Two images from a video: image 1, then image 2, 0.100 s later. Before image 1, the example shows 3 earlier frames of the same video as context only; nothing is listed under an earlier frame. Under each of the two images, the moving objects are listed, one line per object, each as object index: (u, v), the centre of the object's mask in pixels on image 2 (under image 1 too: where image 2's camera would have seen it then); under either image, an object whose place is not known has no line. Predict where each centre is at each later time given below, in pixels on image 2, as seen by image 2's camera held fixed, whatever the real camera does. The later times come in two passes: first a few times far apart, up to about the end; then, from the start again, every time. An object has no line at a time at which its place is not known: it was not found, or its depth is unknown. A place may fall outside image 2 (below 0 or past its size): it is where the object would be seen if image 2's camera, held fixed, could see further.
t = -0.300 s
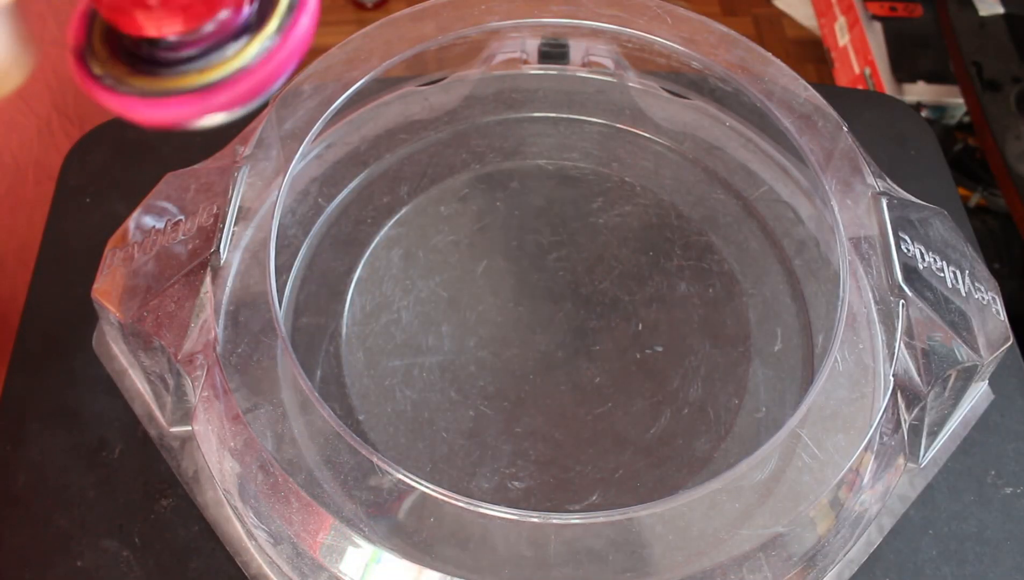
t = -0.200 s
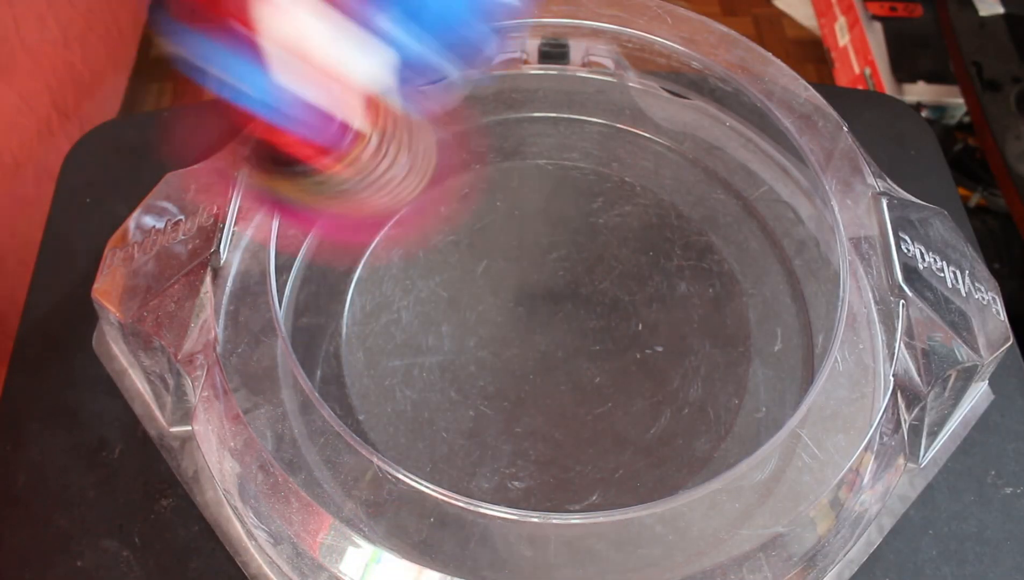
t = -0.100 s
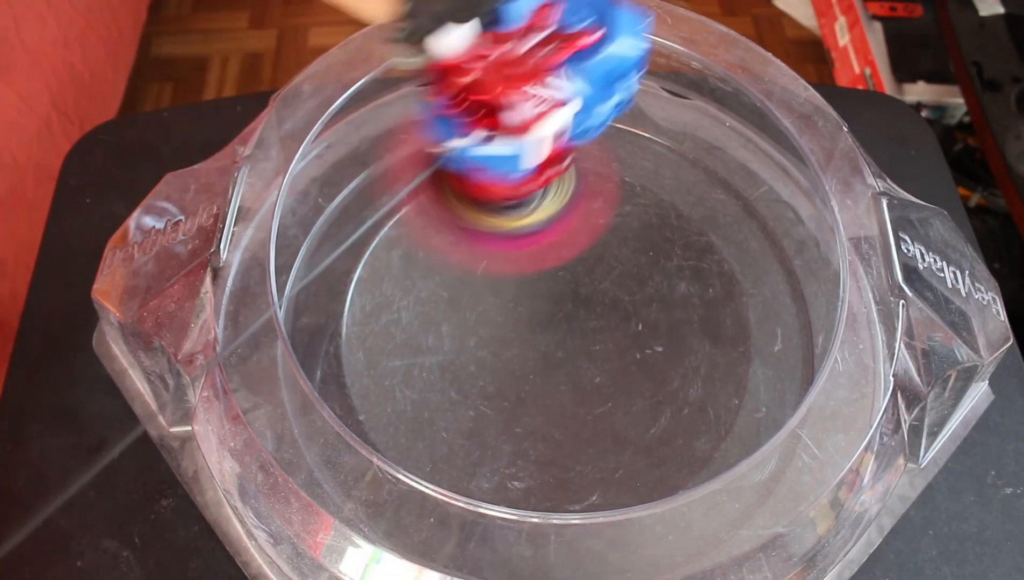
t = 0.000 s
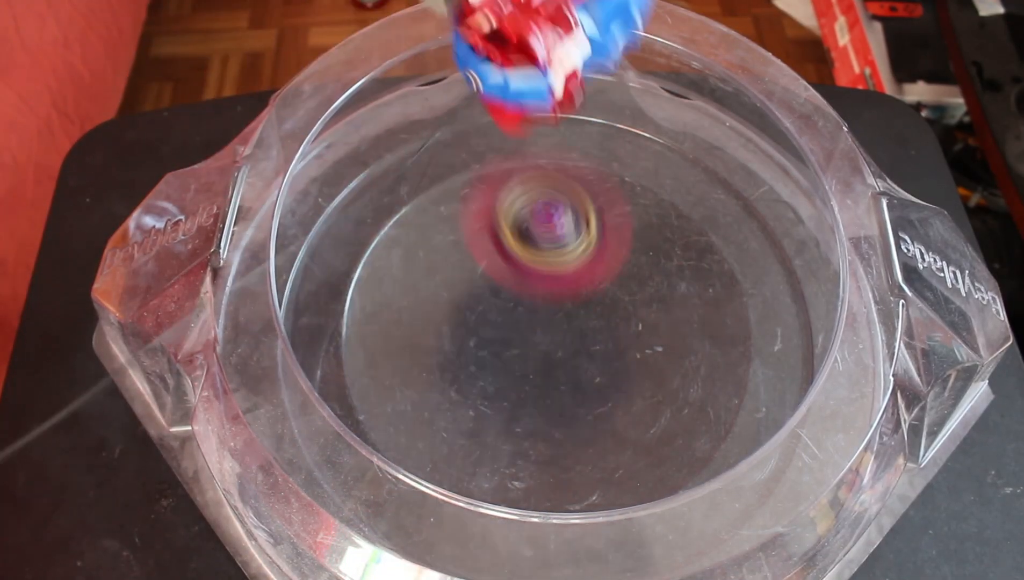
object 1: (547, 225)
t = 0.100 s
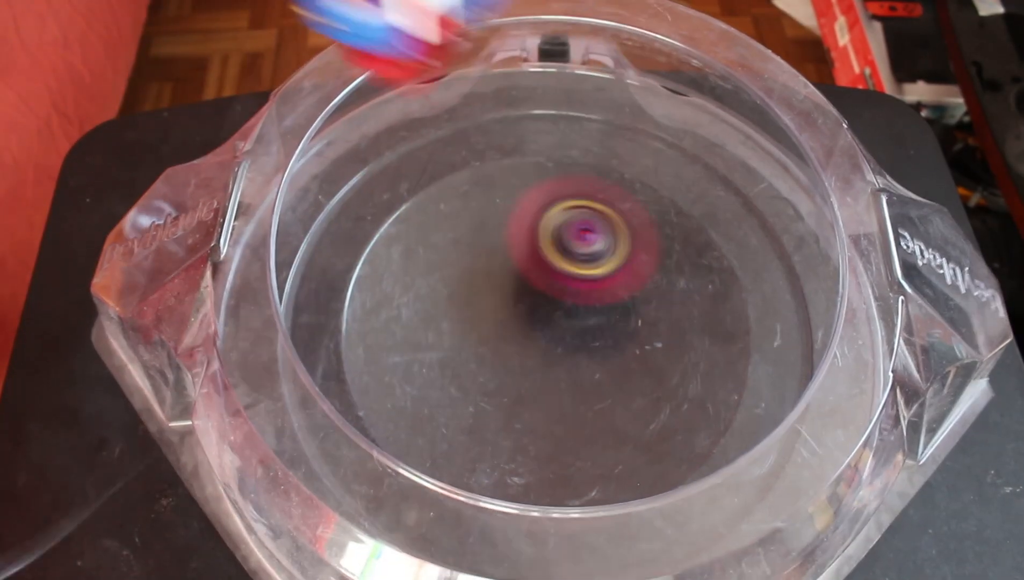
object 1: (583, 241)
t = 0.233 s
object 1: (607, 264)
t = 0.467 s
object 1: (548, 346)
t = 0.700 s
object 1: (503, 344)
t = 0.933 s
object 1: (572, 317)
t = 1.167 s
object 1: (561, 291)
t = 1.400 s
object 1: (522, 327)
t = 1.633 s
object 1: (575, 335)
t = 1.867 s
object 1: (551, 306)
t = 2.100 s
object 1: (556, 314)
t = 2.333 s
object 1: (555, 333)
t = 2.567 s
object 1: (539, 317)
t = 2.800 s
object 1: (567, 331)
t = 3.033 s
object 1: (545, 331)
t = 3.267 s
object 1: (548, 307)
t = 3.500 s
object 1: (577, 331)
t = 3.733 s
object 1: (533, 349)
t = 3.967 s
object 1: (531, 298)
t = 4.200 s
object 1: (581, 318)
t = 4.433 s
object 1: (539, 355)
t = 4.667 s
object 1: (520, 306)
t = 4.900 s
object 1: (574, 304)
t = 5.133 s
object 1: (562, 348)
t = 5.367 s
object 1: (519, 327)
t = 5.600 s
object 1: (549, 292)
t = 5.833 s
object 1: (580, 323)
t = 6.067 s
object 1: (548, 344)
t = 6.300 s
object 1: (533, 318)
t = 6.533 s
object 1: (557, 312)
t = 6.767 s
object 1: (556, 326)
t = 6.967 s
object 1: (546, 323)
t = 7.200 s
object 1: (548, 321)
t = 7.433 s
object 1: (547, 322)
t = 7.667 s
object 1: (548, 322)
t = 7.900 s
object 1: (548, 322)
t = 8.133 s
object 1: (549, 323)
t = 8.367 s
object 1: (550, 323)
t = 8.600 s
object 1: (550, 322)
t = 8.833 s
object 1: (550, 322)
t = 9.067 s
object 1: (549, 321)
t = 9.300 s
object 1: (548, 321)
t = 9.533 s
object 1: (547, 321)
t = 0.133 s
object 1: (595, 246)
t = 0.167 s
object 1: (601, 250)
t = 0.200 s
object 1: (606, 256)
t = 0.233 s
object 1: (607, 264)
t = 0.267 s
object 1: (605, 276)
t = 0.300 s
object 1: (600, 288)
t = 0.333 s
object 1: (594, 300)
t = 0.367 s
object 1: (585, 314)
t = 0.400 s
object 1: (573, 326)
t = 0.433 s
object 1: (560, 338)
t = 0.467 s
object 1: (548, 346)
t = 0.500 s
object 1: (534, 353)
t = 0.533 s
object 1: (524, 357)
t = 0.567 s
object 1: (514, 358)
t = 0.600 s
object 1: (507, 357)
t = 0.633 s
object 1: (503, 354)
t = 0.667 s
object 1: (501, 349)
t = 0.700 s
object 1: (503, 344)
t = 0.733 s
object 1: (508, 339)
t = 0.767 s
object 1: (517, 335)
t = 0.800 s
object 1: (528, 331)
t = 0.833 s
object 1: (540, 327)
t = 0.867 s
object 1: (553, 324)
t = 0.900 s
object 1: (564, 320)
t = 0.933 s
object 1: (572, 317)
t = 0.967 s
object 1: (578, 314)
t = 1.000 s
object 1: (581, 310)
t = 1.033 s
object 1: (582, 305)
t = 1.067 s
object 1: (580, 301)
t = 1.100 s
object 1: (576, 297)
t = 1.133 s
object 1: (569, 294)
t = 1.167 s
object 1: (561, 291)
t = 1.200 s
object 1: (550, 291)
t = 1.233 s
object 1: (540, 293)
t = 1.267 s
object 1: (531, 297)
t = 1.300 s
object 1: (524, 303)
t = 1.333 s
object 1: (521, 310)
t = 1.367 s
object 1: (519, 319)
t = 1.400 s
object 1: (522, 327)
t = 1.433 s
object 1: (528, 335)
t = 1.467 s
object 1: (535, 340)
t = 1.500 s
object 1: (544, 344)
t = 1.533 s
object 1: (554, 344)
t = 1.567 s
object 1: (563, 343)
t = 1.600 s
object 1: (569, 340)
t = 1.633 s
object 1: (575, 335)
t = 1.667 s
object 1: (577, 328)
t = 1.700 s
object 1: (576, 321)
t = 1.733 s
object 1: (573, 315)
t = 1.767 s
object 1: (567, 310)
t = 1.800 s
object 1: (561, 308)
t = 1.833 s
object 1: (555, 306)
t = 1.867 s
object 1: (551, 306)
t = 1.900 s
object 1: (548, 306)
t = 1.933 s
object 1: (545, 307)
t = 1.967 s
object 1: (545, 307)
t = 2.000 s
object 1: (545, 308)
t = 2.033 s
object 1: (548, 309)
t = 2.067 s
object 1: (551, 312)
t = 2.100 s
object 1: (556, 314)
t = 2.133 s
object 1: (560, 317)
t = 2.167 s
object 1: (563, 320)
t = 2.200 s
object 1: (564, 324)
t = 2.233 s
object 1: (564, 327)
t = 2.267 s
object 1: (562, 330)
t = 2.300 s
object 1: (559, 332)
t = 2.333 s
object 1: (555, 333)
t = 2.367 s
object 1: (549, 333)
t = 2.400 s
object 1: (544, 331)
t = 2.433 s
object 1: (539, 329)
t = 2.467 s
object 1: (537, 324)
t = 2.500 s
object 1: (536, 319)
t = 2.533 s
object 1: (537, 317)
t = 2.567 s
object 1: (539, 317)
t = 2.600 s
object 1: (543, 318)
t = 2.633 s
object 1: (549, 320)
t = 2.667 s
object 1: (554, 323)
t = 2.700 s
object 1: (559, 325)
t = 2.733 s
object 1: (563, 327)
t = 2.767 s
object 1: (566, 330)
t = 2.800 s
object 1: (567, 331)
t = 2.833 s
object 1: (567, 333)
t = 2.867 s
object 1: (566, 335)
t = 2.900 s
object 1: (563, 335)
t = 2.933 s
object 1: (559, 336)
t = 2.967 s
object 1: (554, 335)
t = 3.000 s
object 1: (550, 333)
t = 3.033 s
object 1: (545, 331)
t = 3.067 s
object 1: (541, 327)
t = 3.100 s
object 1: (540, 324)
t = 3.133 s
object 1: (539, 320)
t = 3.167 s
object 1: (539, 316)
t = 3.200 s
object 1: (541, 313)
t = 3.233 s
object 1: (544, 309)
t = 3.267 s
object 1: (548, 307)
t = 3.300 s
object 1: (553, 306)
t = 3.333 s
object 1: (559, 307)
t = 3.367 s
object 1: (565, 309)
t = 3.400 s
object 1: (570, 313)
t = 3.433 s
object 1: (574, 317)
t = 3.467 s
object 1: (576, 324)
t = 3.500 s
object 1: (577, 331)
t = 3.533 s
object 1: (575, 338)
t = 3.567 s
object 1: (571, 344)
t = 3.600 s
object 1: (566, 349)
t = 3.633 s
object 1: (558, 353)
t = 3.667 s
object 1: (550, 354)
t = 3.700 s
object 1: (541, 353)
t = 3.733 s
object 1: (533, 349)
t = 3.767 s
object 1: (527, 344)
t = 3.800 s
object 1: (522, 336)
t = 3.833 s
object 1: (519, 328)
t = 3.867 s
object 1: (518, 318)
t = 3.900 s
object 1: (520, 311)
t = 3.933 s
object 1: (525, 304)
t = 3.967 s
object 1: (531, 298)
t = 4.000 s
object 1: (540, 295)
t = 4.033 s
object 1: (549, 293)
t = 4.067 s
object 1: (558, 294)
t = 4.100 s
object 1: (567, 298)
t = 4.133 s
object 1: (574, 303)
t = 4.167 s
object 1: (579, 310)
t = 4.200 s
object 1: (581, 318)
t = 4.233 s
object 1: (580, 327)
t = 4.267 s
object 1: (577, 336)
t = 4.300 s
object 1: (572, 343)
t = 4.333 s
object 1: (565, 349)
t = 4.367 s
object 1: (557, 353)
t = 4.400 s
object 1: (549, 355)
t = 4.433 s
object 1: (539, 355)
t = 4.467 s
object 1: (530, 351)
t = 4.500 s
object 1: (524, 345)
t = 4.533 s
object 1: (519, 338)
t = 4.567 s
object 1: (515, 330)
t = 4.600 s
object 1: (514, 322)
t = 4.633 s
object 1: (516, 313)
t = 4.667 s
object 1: (520, 306)
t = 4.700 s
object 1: (526, 300)
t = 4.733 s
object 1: (533, 296)
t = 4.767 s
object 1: (542, 294)
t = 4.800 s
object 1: (550, 293)
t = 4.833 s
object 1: (559, 295)
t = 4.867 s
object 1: (567, 299)
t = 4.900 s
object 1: (574, 304)
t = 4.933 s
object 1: (578, 310)
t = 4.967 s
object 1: (581, 317)
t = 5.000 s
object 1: (581, 325)
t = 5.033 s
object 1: (579, 333)
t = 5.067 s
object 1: (575, 339)
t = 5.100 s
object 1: (569, 345)
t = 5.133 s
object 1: (562, 348)
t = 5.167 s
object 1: (554, 350)
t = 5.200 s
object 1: (546, 351)
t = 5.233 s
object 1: (538, 349)
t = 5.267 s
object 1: (531, 345)
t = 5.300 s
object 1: (526, 340)
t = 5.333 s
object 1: (522, 333)
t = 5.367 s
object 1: (519, 327)
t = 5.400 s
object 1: (519, 319)
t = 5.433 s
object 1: (521, 312)
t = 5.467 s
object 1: (524, 306)
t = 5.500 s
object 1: (529, 300)
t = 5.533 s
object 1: (535, 296)
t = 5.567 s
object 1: (542, 293)
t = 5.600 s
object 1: (549, 292)
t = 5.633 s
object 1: (556, 293)
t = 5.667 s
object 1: (563, 296)
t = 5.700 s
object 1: (569, 300)
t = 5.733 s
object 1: (574, 304)
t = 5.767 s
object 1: (577, 310)
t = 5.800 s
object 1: (580, 316)
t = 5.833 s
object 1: (580, 323)
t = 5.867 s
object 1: (578, 329)
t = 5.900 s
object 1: (575, 334)
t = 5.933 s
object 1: (570, 339)
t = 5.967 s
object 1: (565, 342)
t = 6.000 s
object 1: (560, 344)
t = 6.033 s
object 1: (554, 345)
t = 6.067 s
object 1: (548, 344)
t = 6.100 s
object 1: (542, 342)
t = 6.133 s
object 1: (538, 339)
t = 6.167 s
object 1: (534, 335)
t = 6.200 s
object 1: (532, 331)
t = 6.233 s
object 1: (531, 326)
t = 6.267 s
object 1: (531, 321)
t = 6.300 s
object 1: (533, 318)
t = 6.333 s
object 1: (536, 314)
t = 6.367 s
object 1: (539, 311)
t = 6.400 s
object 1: (544, 309)
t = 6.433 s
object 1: (547, 309)
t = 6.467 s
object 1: (551, 309)
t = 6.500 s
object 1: (554, 310)
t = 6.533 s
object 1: (557, 312)
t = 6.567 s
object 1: (559, 314)
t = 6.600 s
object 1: (560, 316)
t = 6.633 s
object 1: (561, 319)
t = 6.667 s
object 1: (560, 321)
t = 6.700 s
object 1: (559, 323)
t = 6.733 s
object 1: (558, 325)
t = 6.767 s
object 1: (556, 326)
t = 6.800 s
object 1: (553, 327)
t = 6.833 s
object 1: (551, 327)
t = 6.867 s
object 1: (549, 326)
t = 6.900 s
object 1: (548, 325)
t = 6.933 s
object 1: (547, 324)
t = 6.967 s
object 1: (546, 323)
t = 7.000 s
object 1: (546, 321)
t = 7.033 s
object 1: (547, 320)
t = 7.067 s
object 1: (547, 320)
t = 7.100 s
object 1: (547, 320)
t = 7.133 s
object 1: (548, 320)
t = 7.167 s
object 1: (548, 320)
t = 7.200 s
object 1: (548, 321)
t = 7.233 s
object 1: (548, 321)
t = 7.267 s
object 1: (548, 321)
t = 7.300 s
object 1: (548, 322)
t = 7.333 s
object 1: (548, 322)
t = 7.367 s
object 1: (548, 322)
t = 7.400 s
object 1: (547, 322)
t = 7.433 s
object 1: (547, 322)
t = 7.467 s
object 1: (547, 322)
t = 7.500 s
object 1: (547, 322)
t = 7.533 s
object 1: (548, 322)
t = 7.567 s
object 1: (548, 322)
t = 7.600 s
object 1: (548, 322)
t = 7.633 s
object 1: (548, 322)
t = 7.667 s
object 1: (548, 322)
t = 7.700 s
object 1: (548, 322)
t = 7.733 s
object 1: (548, 322)
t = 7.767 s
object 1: (548, 322)
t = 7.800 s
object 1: (548, 322)
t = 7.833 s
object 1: (548, 322)
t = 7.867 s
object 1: (548, 322)
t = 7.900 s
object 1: (548, 322)
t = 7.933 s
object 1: (549, 322)
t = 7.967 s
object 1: (549, 323)
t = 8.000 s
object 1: (549, 323)
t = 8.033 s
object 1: (549, 323)
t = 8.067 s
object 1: (549, 323)
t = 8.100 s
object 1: (549, 323)
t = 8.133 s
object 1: (549, 323)
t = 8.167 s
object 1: (550, 323)
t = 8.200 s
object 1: (550, 323)
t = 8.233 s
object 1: (550, 323)
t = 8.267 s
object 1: (550, 323)
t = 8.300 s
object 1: (550, 323)
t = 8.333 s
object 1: (550, 323)
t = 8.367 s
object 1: (550, 323)
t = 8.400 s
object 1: (550, 323)
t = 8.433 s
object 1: (550, 323)
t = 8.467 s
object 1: (550, 322)
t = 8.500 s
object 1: (550, 322)
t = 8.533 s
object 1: (550, 322)
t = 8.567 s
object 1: (550, 323)
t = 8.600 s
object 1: (550, 322)
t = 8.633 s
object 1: (550, 322)
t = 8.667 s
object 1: (550, 322)
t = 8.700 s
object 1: (550, 322)
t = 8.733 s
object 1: (550, 322)
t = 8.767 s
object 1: (550, 322)
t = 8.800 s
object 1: (550, 322)
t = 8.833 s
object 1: (550, 322)
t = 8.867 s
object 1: (550, 322)
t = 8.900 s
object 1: (550, 321)
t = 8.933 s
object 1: (550, 321)
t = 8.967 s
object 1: (550, 321)
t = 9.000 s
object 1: (550, 321)
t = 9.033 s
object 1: (550, 321)
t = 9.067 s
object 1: (549, 321)
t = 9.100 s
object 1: (549, 321)
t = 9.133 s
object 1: (549, 321)
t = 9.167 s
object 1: (549, 321)
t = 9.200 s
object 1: (549, 321)
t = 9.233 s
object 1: (548, 321)
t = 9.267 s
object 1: (548, 321)
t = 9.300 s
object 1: (548, 321)
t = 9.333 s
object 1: (548, 321)
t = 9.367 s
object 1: (548, 321)
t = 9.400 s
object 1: (548, 321)
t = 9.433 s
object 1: (548, 321)
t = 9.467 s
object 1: (548, 321)
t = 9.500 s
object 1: (547, 321)
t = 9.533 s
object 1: (547, 321)
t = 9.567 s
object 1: (547, 321)
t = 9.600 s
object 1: (547, 321)
